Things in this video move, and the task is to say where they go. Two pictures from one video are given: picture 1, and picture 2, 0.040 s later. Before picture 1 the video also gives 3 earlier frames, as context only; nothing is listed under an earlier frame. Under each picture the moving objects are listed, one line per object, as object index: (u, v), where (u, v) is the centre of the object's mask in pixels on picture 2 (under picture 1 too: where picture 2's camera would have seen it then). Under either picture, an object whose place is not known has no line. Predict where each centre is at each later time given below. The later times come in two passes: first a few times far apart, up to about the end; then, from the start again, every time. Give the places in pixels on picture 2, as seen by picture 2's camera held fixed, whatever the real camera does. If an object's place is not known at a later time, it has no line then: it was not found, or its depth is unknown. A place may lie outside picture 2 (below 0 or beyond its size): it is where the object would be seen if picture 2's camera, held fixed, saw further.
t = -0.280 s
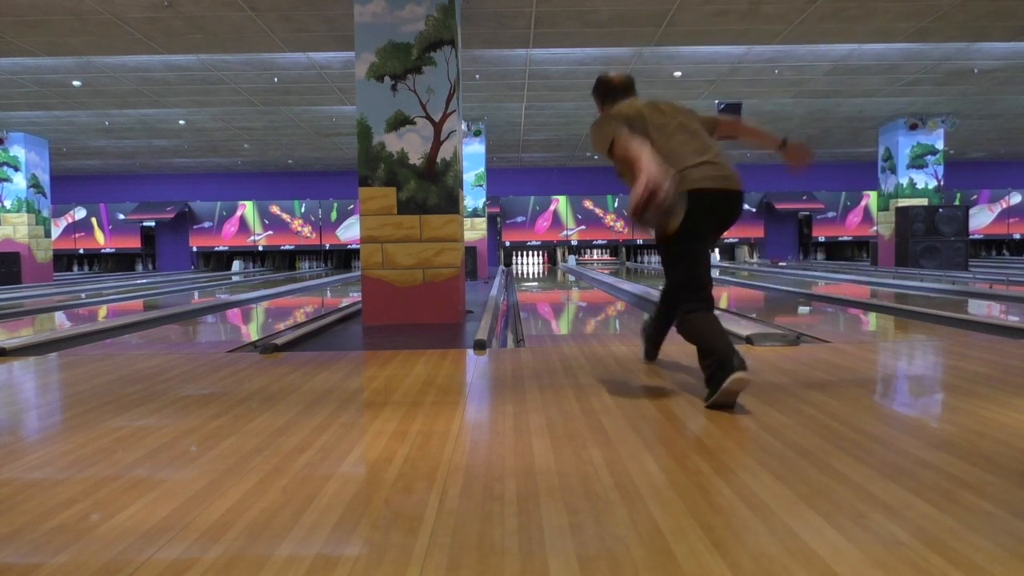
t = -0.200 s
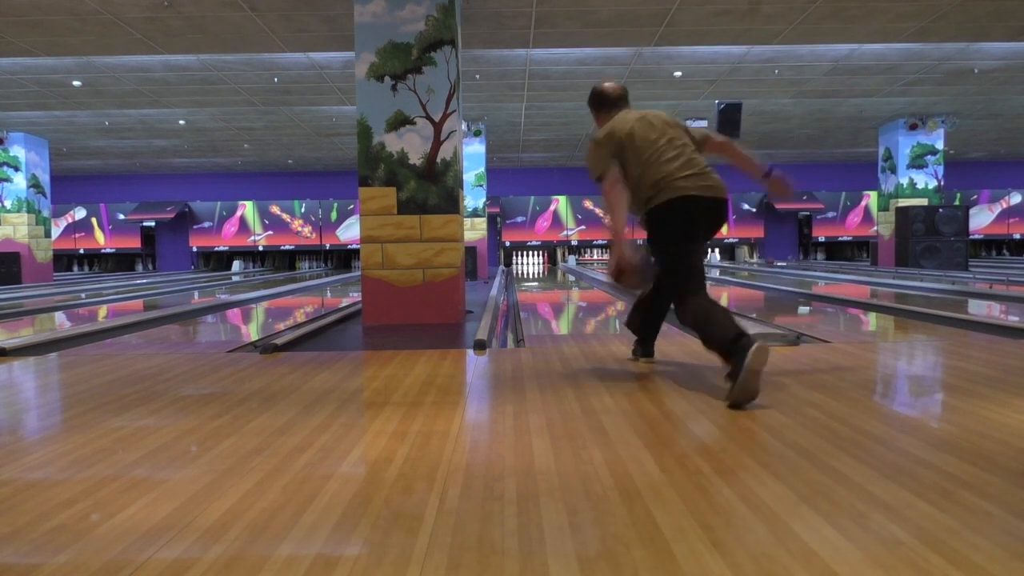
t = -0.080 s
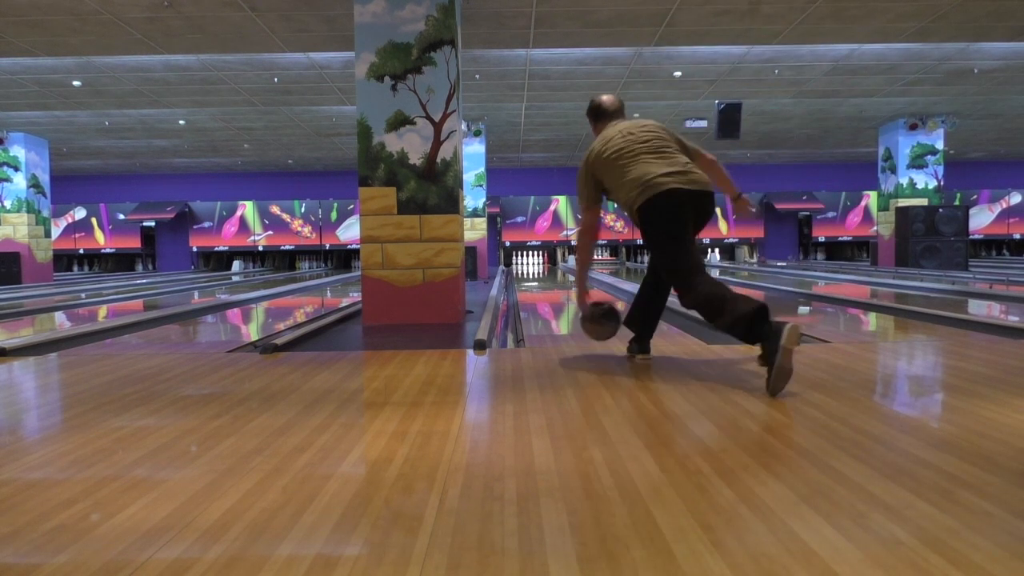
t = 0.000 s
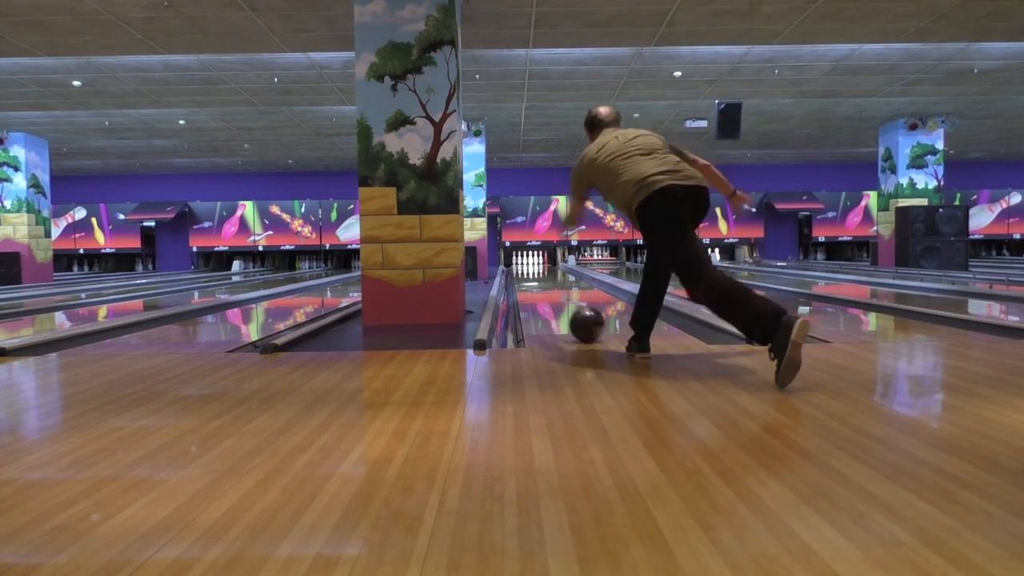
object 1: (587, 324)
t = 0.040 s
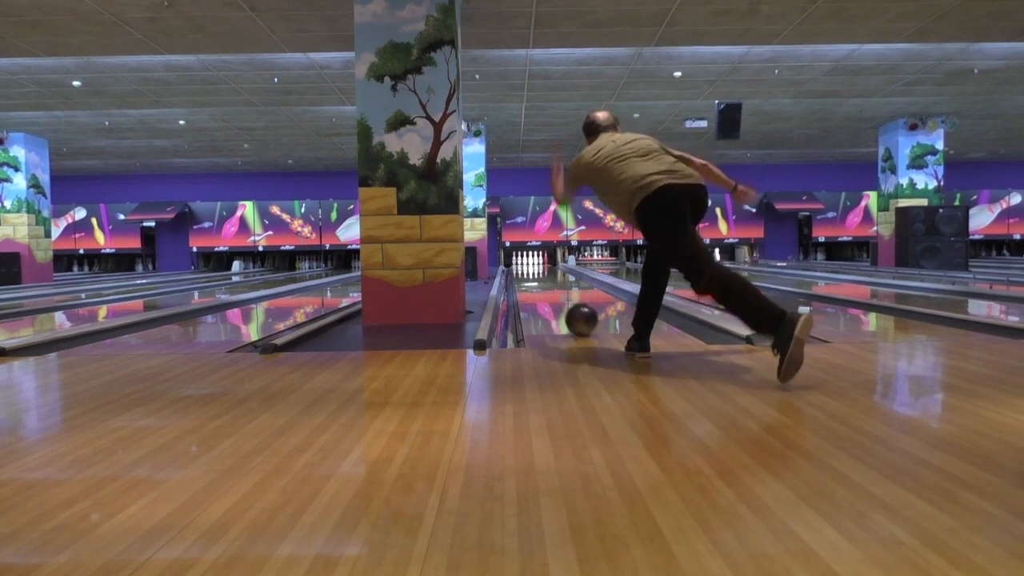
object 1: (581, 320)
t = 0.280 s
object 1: (559, 300)
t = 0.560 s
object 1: (544, 288)
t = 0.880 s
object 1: (535, 279)
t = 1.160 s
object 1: (530, 274)
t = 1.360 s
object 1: (527, 271)
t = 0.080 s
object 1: (576, 316)
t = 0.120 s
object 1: (572, 312)
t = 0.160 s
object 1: (568, 309)
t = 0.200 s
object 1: (565, 306)
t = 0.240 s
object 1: (561, 303)
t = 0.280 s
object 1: (559, 300)
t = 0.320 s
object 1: (556, 298)
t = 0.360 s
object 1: (554, 296)
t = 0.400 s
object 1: (551, 294)
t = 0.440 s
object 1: (549, 292)
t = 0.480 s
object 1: (547, 291)
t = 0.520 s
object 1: (546, 289)
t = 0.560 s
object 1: (544, 288)
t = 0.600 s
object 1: (542, 286)
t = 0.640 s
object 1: (542, 285)
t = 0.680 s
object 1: (540, 284)
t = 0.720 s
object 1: (539, 283)
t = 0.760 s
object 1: (537, 281)
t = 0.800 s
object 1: (537, 281)
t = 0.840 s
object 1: (536, 280)
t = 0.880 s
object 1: (535, 279)
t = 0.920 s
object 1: (534, 278)
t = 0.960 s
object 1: (533, 277)
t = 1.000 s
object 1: (533, 275)
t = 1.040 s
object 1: (532, 275)
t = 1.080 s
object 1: (531, 275)
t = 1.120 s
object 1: (530, 274)
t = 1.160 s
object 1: (530, 274)
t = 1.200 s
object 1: (529, 273)
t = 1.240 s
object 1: (529, 272)
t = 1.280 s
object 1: (528, 272)
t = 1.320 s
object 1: (527, 271)
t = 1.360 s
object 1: (527, 271)
